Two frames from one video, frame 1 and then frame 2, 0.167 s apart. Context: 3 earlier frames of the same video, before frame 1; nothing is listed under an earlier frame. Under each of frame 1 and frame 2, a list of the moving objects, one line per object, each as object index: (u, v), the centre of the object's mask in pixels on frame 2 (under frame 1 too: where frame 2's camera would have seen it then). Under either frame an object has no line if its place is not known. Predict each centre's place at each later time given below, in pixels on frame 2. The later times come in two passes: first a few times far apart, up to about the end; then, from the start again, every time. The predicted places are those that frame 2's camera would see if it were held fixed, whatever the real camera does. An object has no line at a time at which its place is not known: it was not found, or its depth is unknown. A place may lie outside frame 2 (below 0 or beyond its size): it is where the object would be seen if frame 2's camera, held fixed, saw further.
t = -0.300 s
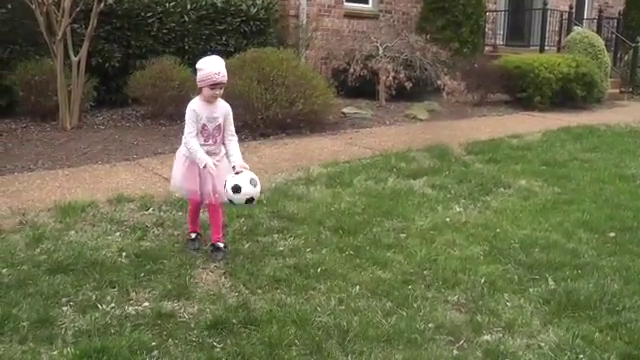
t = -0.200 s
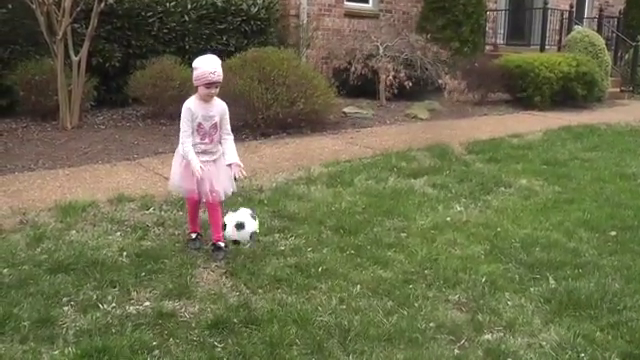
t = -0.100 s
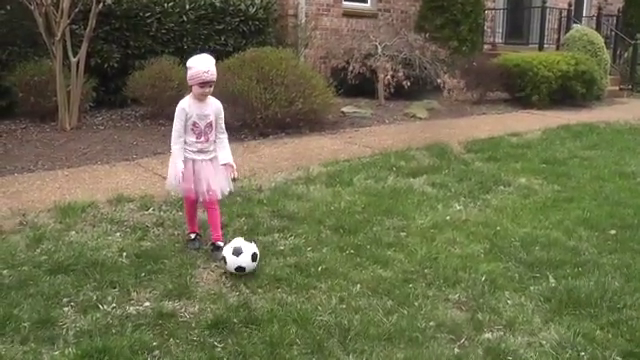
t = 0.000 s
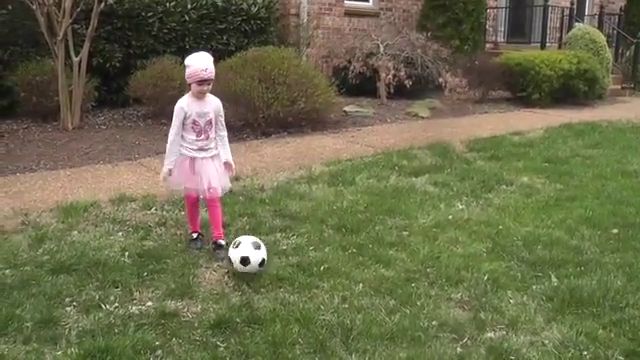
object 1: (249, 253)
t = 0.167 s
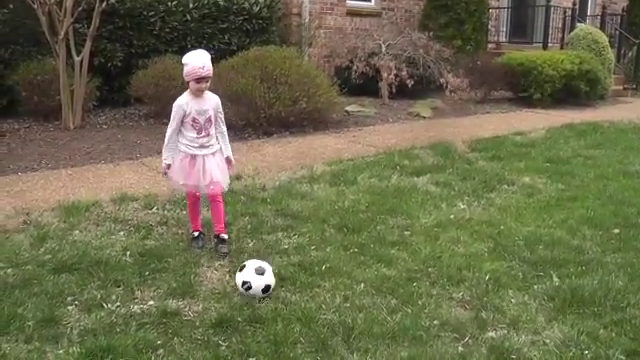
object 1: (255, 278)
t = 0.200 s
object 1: (256, 280)
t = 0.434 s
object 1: (267, 290)
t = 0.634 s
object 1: (277, 295)
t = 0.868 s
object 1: (284, 297)
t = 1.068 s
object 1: (283, 296)
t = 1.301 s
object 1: (283, 296)
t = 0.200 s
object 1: (256, 280)
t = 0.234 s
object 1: (256, 283)
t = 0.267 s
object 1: (257, 286)
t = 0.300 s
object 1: (259, 286)
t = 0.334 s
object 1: (260, 286)
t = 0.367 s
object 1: (262, 287)
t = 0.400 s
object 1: (265, 289)
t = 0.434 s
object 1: (267, 290)
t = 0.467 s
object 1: (269, 291)
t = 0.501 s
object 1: (271, 292)
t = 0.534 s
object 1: (273, 292)
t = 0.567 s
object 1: (274, 293)
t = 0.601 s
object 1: (276, 294)
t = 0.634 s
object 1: (277, 295)
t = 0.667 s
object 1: (278, 295)
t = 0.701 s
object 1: (280, 296)
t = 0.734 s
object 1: (281, 296)
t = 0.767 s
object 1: (282, 296)
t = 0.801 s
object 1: (283, 296)
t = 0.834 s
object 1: (284, 296)
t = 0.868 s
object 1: (284, 297)
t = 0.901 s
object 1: (284, 297)
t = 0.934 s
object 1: (284, 296)
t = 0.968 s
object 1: (284, 296)
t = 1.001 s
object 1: (283, 296)
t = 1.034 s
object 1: (283, 296)
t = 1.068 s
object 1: (283, 296)
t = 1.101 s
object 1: (283, 296)
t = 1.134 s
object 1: (283, 296)
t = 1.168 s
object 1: (283, 296)
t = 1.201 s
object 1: (283, 296)
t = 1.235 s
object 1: (283, 296)
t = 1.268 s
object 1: (283, 296)
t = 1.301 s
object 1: (283, 296)
